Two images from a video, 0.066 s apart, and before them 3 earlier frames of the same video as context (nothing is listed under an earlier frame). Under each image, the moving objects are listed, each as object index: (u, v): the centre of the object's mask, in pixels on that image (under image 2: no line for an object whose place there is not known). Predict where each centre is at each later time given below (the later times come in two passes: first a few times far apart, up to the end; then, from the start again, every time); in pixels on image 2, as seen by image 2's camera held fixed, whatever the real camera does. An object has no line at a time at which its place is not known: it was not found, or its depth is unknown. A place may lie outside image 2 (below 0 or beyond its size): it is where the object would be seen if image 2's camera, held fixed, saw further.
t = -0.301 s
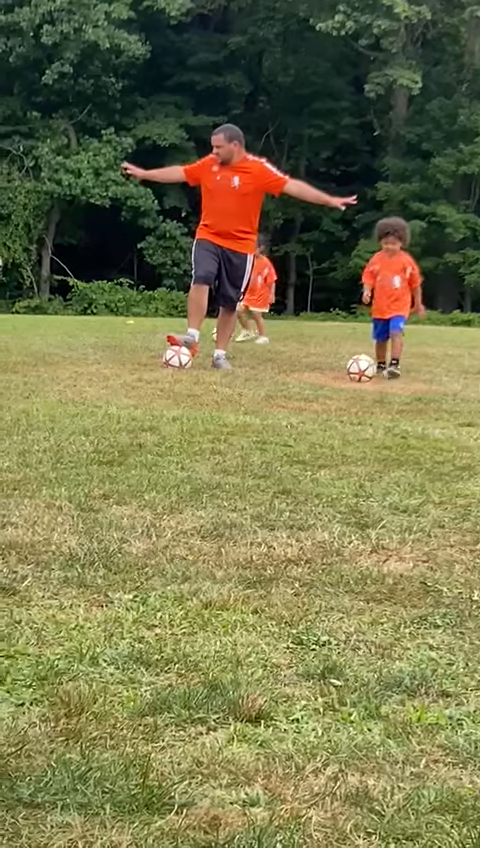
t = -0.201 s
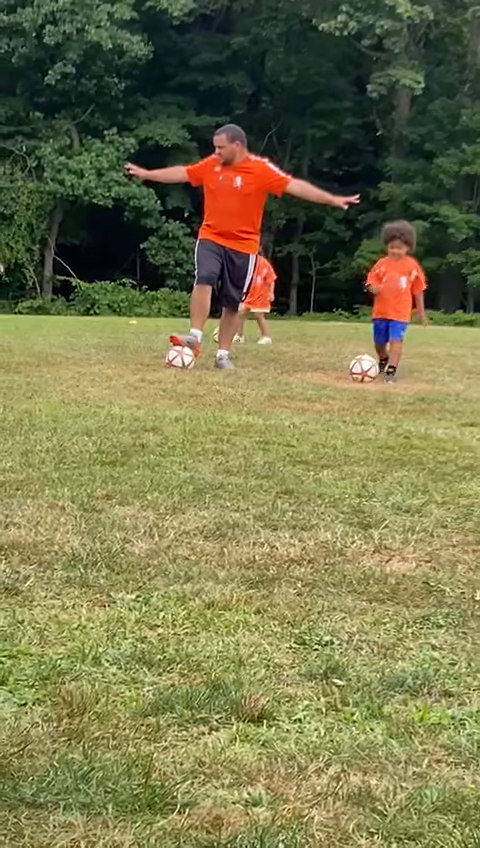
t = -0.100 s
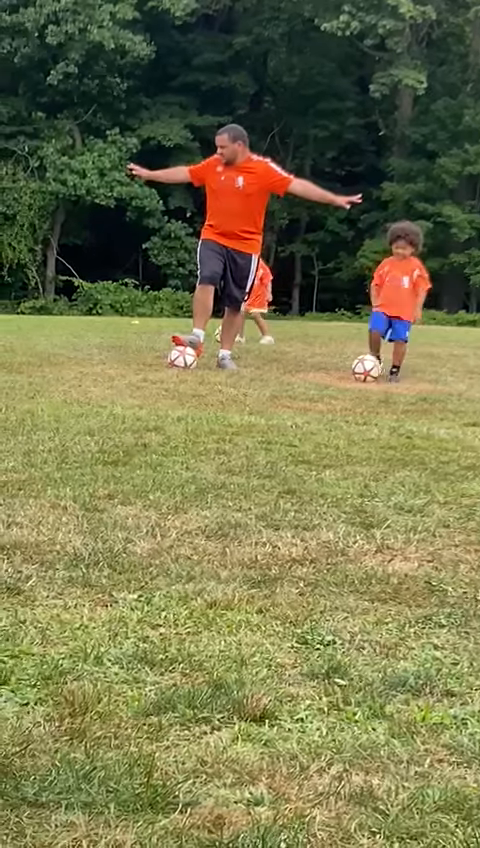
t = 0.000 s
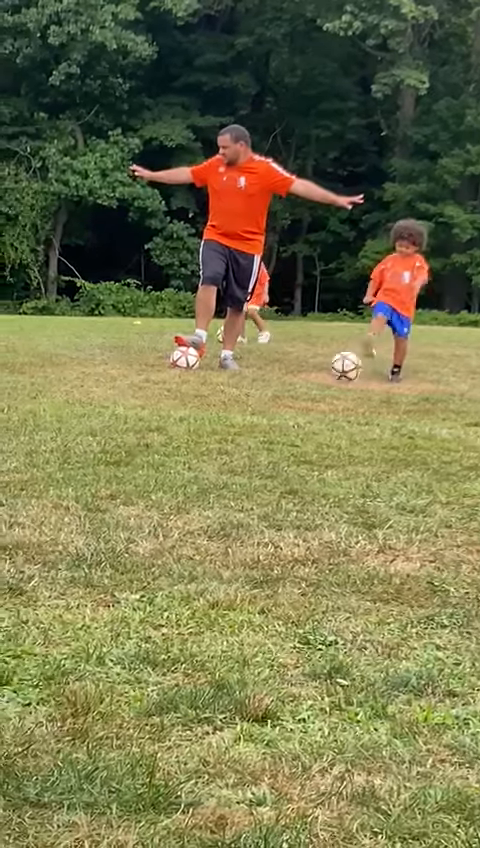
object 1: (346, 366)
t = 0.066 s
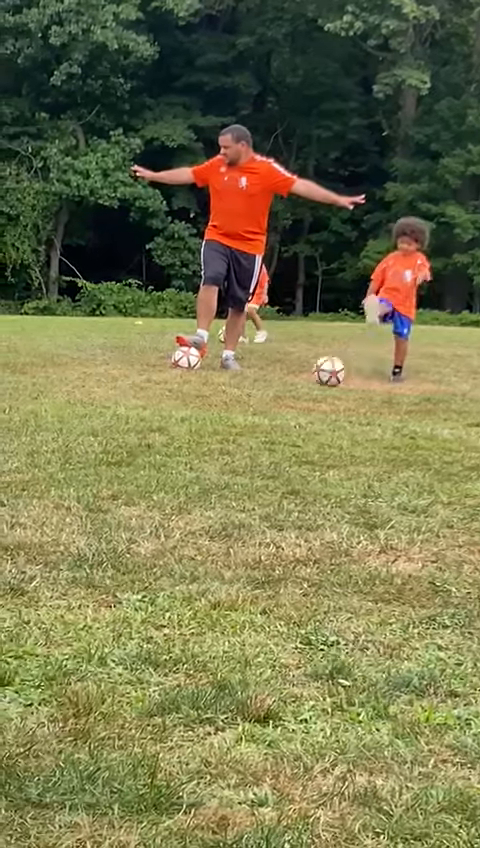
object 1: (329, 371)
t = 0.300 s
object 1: (276, 380)
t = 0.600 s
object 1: (236, 388)
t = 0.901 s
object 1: (204, 396)
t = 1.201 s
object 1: (170, 408)
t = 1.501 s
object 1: (144, 417)
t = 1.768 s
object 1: (122, 424)
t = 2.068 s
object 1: (94, 432)
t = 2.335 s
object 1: (71, 437)
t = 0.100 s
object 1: (319, 373)
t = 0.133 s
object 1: (311, 375)
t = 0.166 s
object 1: (303, 376)
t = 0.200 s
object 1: (296, 376)
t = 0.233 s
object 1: (288, 379)
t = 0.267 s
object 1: (282, 379)
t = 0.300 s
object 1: (276, 380)
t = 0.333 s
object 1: (270, 381)
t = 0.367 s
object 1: (264, 383)
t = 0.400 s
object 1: (259, 384)
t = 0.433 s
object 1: (255, 382)
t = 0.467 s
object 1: (252, 382)
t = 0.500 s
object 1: (248, 383)
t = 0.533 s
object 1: (243, 386)
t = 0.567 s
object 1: (240, 389)
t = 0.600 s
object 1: (236, 388)
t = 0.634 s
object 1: (232, 387)
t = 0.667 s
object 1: (229, 389)
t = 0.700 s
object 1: (225, 392)
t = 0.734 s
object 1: (221, 393)
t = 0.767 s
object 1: (218, 392)
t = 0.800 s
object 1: (214, 394)
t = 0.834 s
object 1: (211, 394)
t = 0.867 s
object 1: (207, 395)
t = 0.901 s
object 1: (204, 396)
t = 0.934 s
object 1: (200, 398)
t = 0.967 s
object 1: (196, 398)
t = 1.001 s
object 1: (192, 398)
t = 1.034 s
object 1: (188, 401)
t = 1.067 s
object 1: (185, 404)
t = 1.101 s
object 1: (180, 406)
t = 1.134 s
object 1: (177, 406)
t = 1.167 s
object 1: (174, 407)
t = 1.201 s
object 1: (170, 408)
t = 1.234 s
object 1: (168, 406)
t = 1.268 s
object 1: (165, 407)
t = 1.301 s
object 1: (162, 410)
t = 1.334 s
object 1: (159, 410)
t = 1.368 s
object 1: (156, 409)
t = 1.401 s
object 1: (154, 409)
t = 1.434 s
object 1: (150, 412)
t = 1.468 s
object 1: (147, 416)
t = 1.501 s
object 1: (144, 417)
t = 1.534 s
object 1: (142, 416)
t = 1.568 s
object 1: (139, 417)
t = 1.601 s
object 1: (136, 419)
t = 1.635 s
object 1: (133, 422)
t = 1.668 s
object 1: (130, 422)
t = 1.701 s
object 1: (127, 423)
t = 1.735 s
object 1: (125, 424)
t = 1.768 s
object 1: (122, 424)
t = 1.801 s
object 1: (118, 426)
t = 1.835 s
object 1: (115, 427)
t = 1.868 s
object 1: (113, 428)
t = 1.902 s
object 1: (109, 428)
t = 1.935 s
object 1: (107, 429)
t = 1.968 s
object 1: (104, 428)
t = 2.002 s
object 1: (100, 430)
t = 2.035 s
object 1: (97, 430)
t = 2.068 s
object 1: (94, 432)
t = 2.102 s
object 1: (91, 432)
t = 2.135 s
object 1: (87, 432)
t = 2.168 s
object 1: (84, 432)
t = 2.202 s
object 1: (81, 433)
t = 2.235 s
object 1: (78, 435)
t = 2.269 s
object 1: (76, 436)
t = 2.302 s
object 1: (73, 436)
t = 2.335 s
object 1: (71, 437)
